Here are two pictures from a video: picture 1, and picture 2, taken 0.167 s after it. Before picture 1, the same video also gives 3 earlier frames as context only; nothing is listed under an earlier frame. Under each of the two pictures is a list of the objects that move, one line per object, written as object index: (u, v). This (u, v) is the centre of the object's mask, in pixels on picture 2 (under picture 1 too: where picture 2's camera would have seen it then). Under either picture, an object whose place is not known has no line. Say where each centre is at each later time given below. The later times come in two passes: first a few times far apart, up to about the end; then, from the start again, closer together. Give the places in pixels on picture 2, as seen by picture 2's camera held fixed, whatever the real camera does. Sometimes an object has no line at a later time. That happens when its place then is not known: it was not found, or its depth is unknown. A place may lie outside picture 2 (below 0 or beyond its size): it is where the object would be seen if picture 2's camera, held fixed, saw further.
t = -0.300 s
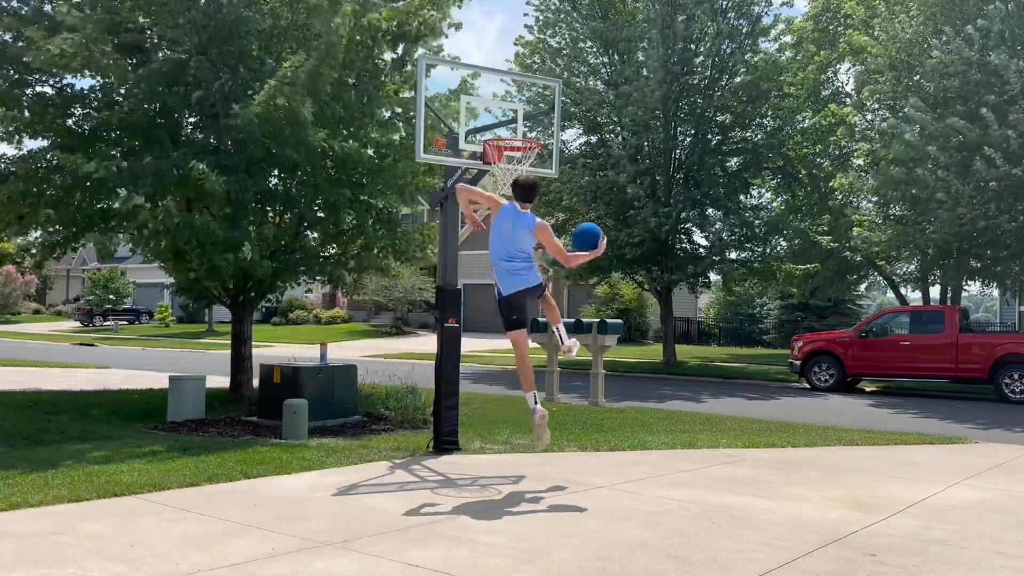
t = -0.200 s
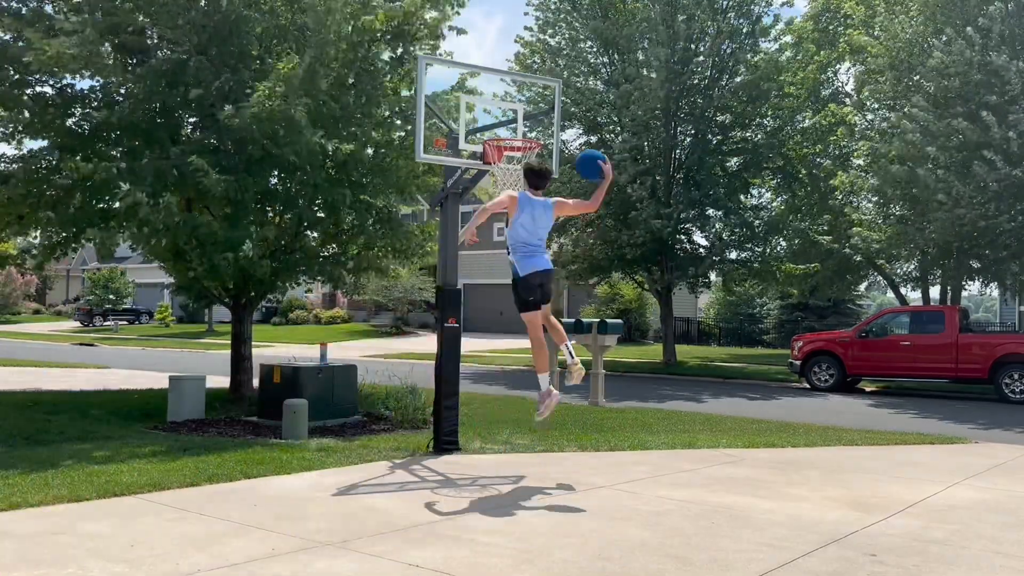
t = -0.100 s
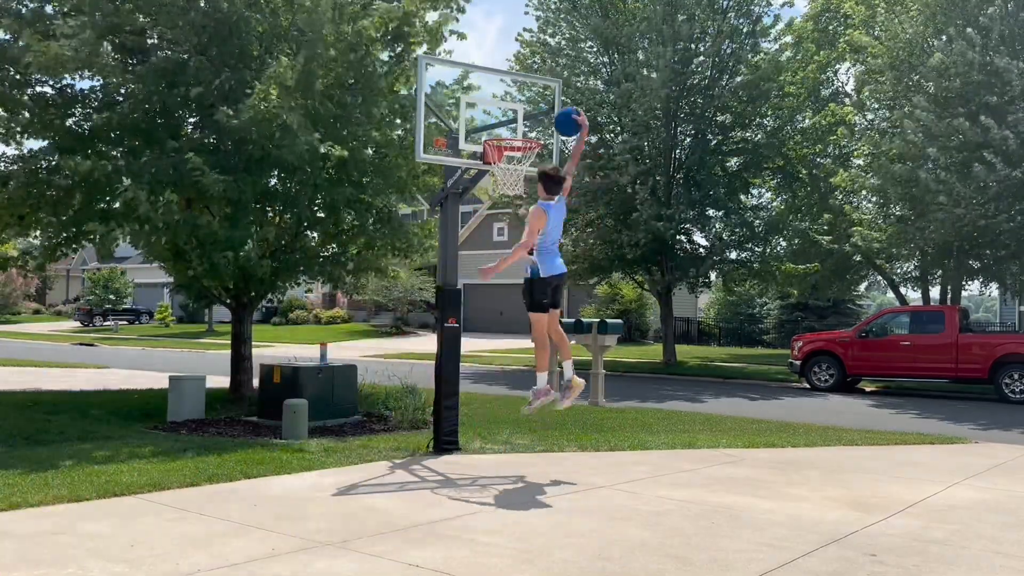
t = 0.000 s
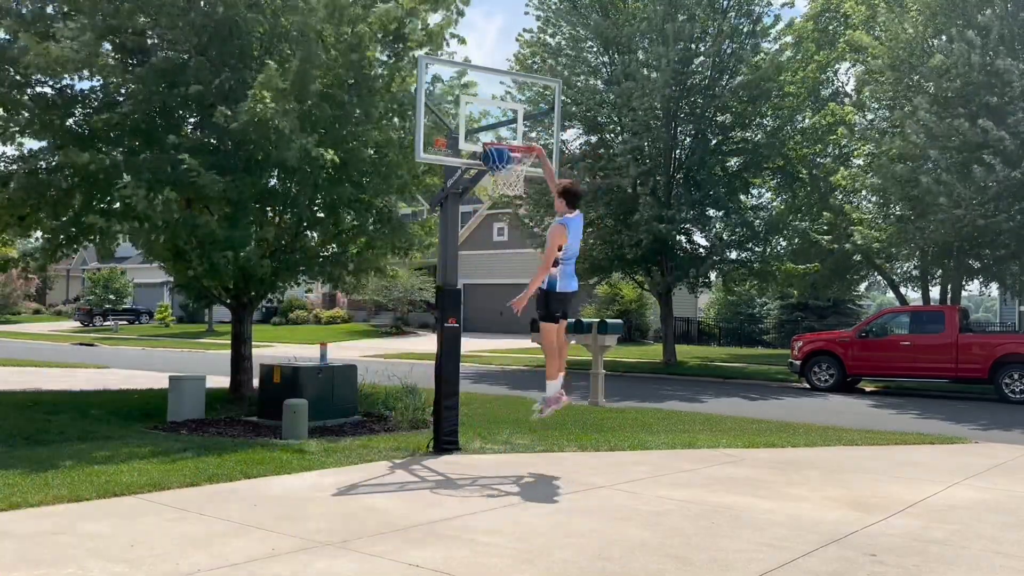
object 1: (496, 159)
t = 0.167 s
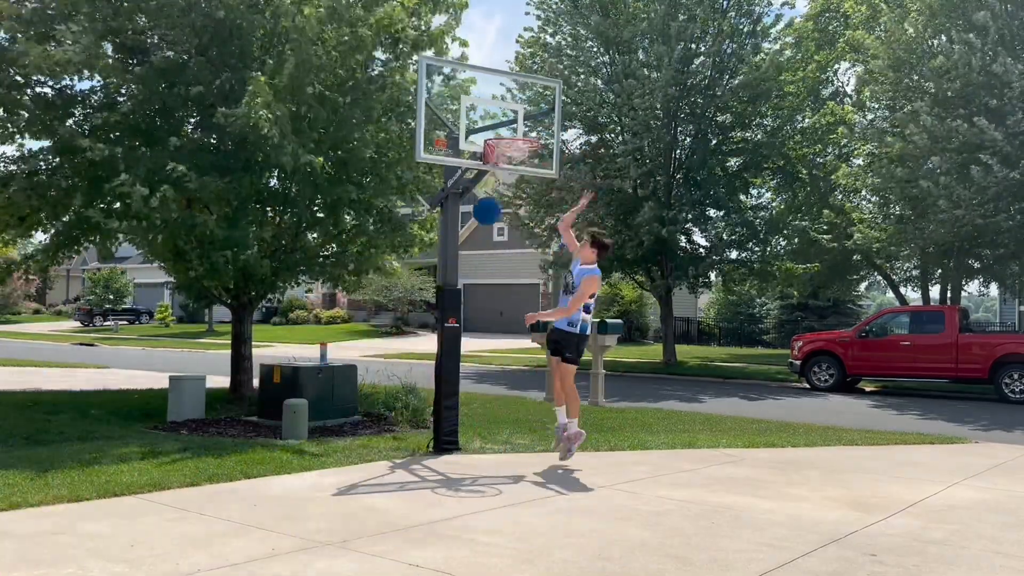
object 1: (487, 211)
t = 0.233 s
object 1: (486, 238)
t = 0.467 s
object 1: (482, 376)
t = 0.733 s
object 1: (523, 366)
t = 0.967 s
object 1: (587, 291)
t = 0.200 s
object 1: (487, 224)
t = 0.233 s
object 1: (486, 238)
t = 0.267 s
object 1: (486, 254)
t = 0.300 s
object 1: (485, 271)
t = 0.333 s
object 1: (485, 289)
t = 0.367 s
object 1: (485, 308)
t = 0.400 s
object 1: (484, 329)
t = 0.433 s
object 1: (483, 352)
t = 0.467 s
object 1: (482, 376)
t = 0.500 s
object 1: (481, 400)
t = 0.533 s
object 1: (481, 427)
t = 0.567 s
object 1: (480, 454)
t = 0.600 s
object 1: (488, 438)
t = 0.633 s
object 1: (497, 418)
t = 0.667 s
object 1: (506, 399)
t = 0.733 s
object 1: (523, 366)
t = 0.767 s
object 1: (533, 352)
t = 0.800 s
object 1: (542, 338)
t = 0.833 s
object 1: (551, 326)
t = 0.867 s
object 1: (560, 316)
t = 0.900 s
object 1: (569, 306)
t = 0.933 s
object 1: (578, 298)
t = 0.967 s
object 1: (587, 291)
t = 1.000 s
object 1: (596, 285)
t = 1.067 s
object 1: (613, 277)
